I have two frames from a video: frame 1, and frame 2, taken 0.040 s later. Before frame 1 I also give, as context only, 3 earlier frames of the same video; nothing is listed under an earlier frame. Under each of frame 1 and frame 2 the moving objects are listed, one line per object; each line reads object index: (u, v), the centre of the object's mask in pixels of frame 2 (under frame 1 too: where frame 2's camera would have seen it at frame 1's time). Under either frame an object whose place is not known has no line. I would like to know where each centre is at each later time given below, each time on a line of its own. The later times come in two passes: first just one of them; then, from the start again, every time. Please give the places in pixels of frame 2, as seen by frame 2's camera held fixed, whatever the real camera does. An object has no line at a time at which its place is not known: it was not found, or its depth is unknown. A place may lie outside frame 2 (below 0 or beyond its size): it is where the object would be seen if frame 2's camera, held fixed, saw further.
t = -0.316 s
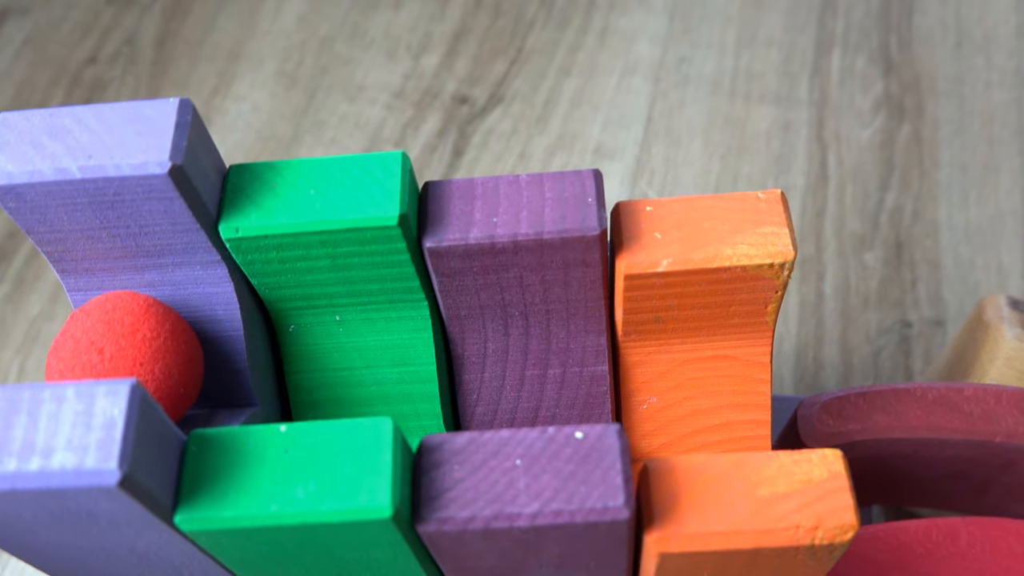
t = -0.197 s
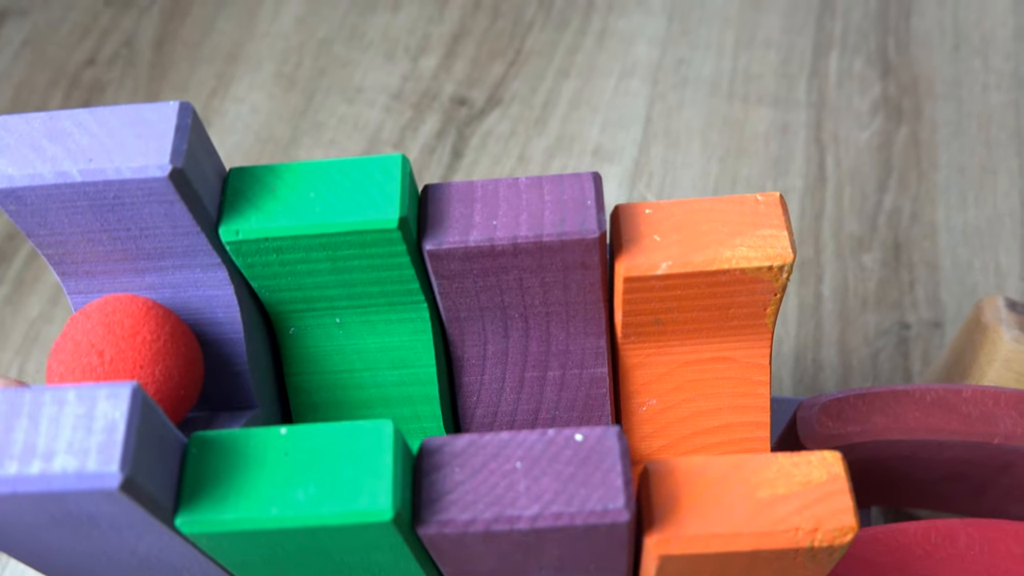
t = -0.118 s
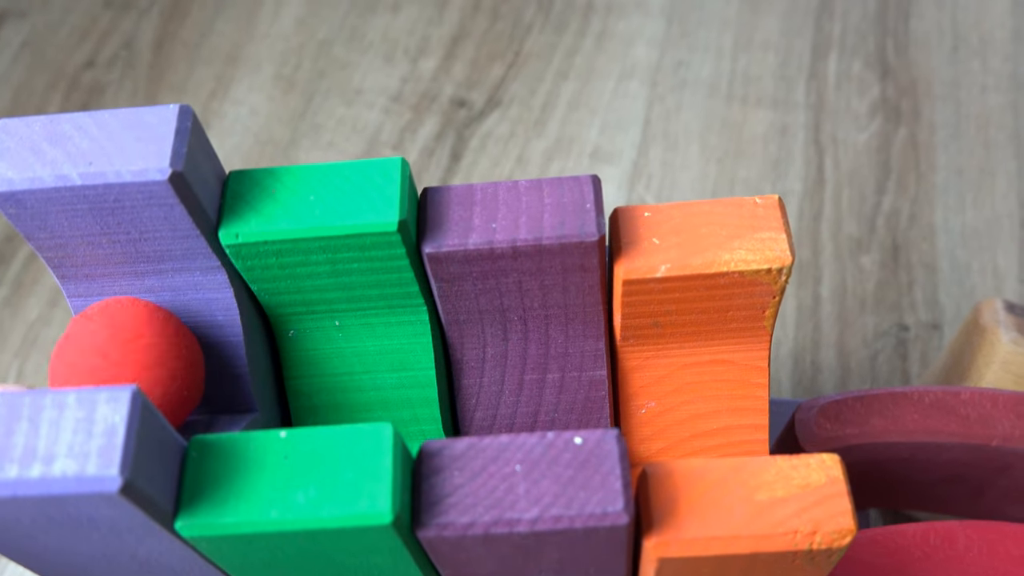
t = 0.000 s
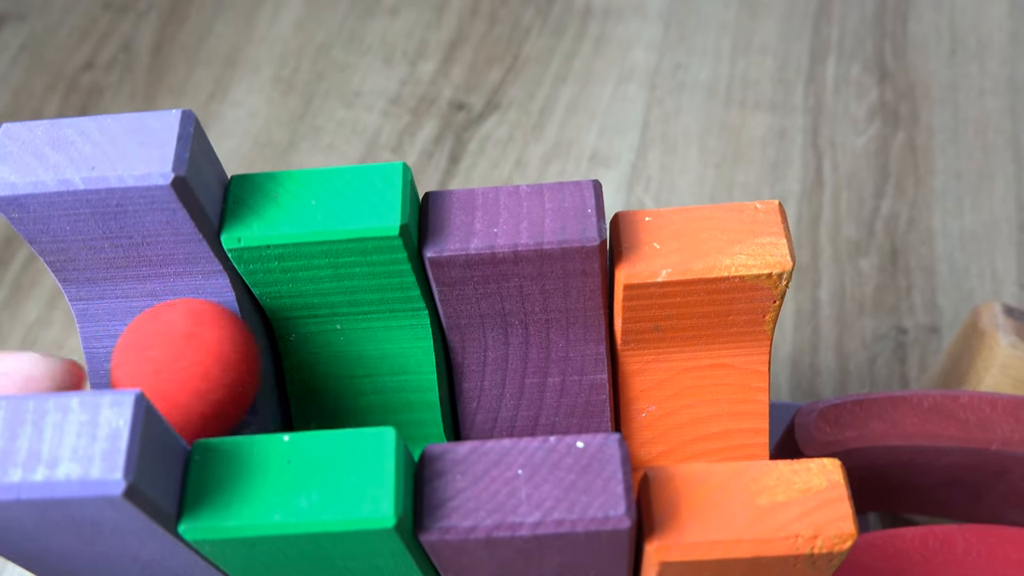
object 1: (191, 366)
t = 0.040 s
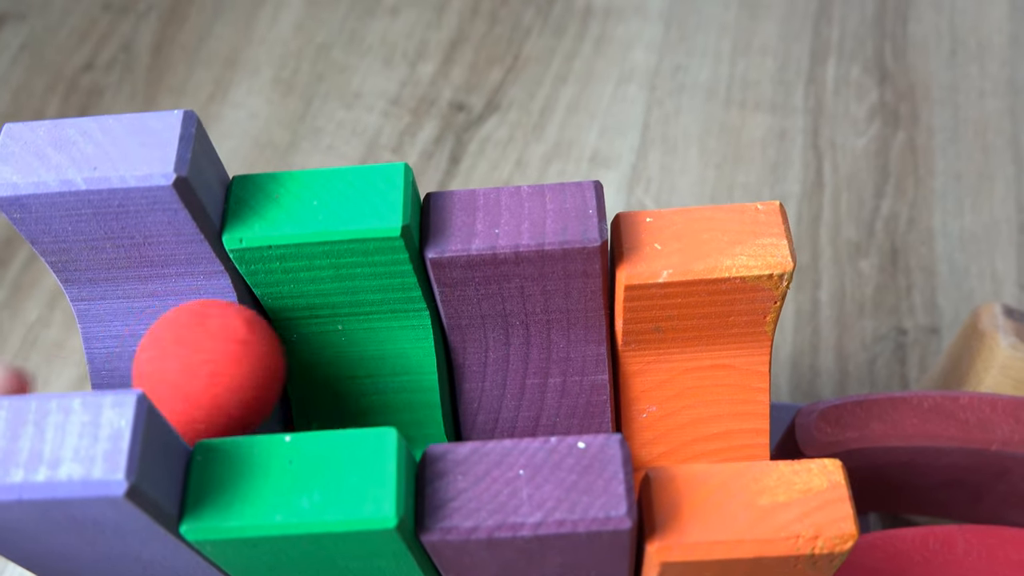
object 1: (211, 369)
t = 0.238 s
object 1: (379, 391)
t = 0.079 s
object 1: (230, 371)
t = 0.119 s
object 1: (256, 373)
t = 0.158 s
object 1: (296, 380)
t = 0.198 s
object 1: (341, 392)
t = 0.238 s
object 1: (379, 391)
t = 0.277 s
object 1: (417, 390)
